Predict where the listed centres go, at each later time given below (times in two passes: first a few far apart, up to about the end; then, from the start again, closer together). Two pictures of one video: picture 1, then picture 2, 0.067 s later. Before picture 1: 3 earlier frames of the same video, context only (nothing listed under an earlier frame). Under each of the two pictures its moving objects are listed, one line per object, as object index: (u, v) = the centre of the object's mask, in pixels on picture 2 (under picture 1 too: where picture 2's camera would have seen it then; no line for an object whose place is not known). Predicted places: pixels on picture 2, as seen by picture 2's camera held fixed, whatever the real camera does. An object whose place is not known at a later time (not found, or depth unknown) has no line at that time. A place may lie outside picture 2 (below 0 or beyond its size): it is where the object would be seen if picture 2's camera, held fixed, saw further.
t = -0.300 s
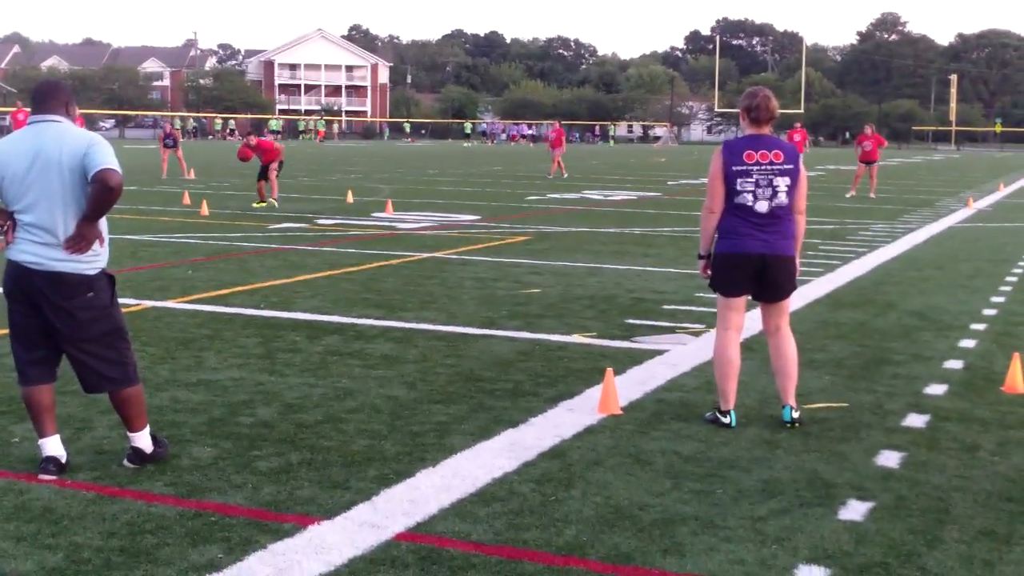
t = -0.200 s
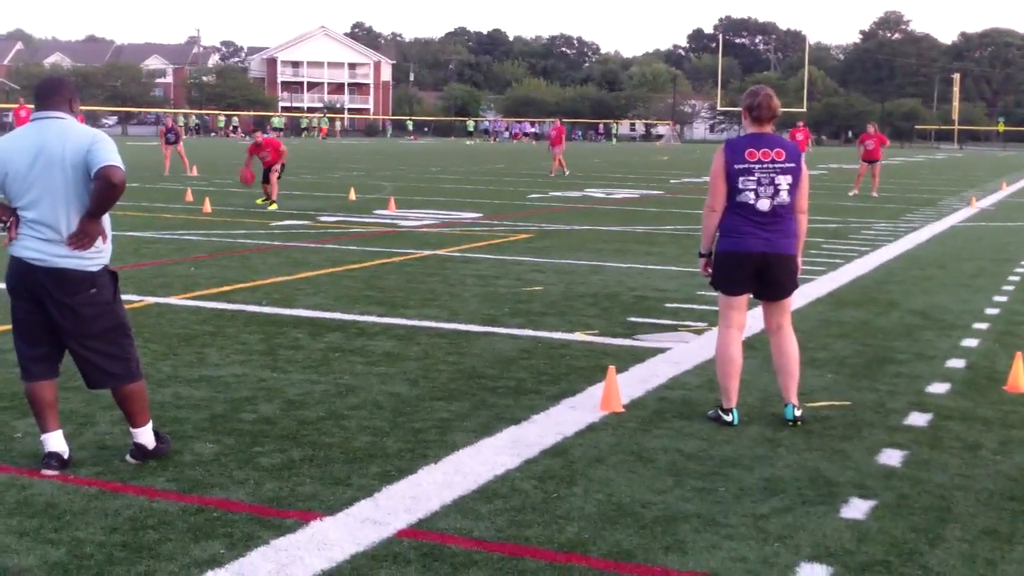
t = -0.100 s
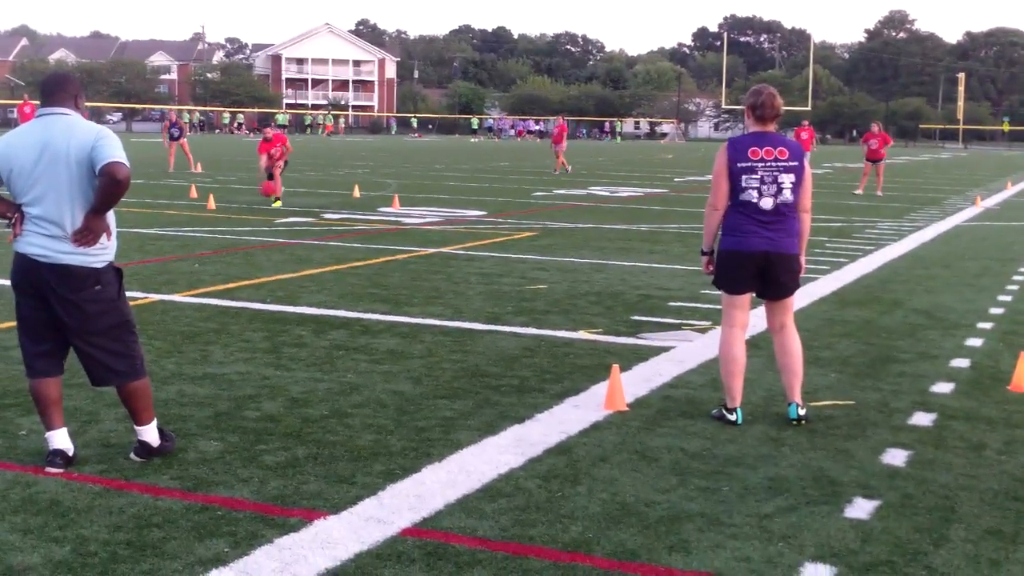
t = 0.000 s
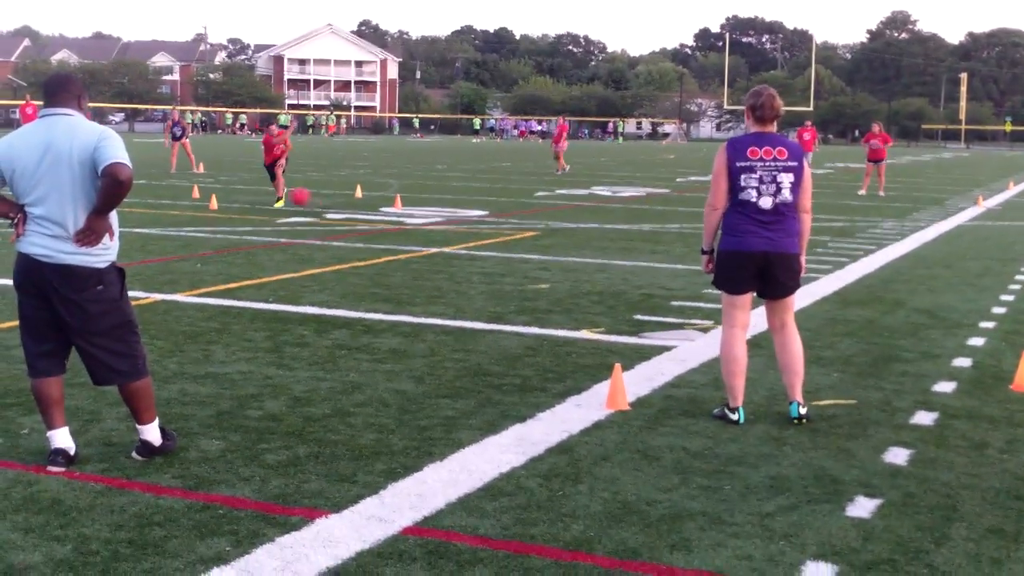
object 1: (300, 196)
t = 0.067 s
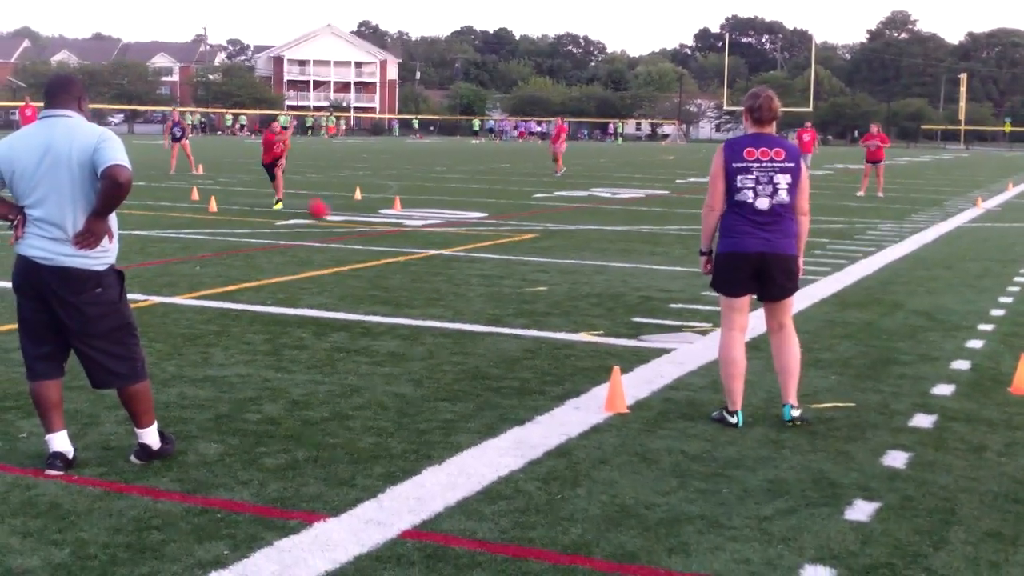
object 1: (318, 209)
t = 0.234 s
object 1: (356, 211)
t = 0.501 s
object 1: (417, 235)
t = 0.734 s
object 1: (488, 240)
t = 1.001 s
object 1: (593, 293)
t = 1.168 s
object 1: (678, 294)
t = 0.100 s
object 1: (328, 216)
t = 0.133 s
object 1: (336, 219)
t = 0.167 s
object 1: (342, 217)
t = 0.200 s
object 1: (349, 214)
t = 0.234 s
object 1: (356, 211)
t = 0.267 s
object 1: (362, 211)
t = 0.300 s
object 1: (369, 211)
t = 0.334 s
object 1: (377, 212)
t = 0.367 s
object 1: (384, 212)
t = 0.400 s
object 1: (392, 216)
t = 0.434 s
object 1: (400, 222)
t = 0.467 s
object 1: (409, 228)
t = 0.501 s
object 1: (417, 235)
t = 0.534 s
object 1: (426, 243)
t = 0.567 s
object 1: (435, 249)
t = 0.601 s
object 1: (445, 246)
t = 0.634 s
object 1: (455, 243)
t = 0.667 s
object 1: (465, 240)
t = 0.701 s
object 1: (477, 240)
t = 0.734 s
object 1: (488, 240)
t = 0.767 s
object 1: (499, 243)
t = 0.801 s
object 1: (512, 246)
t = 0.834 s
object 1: (525, 252)
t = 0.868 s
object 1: (537, 258)
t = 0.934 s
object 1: (564, 276)
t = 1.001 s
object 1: (593, 293)
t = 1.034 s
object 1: (609, 291)
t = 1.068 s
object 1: (625, 289)
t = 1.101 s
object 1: (643, 290)
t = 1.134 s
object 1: (660, 292)
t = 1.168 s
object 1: (678, 294)
